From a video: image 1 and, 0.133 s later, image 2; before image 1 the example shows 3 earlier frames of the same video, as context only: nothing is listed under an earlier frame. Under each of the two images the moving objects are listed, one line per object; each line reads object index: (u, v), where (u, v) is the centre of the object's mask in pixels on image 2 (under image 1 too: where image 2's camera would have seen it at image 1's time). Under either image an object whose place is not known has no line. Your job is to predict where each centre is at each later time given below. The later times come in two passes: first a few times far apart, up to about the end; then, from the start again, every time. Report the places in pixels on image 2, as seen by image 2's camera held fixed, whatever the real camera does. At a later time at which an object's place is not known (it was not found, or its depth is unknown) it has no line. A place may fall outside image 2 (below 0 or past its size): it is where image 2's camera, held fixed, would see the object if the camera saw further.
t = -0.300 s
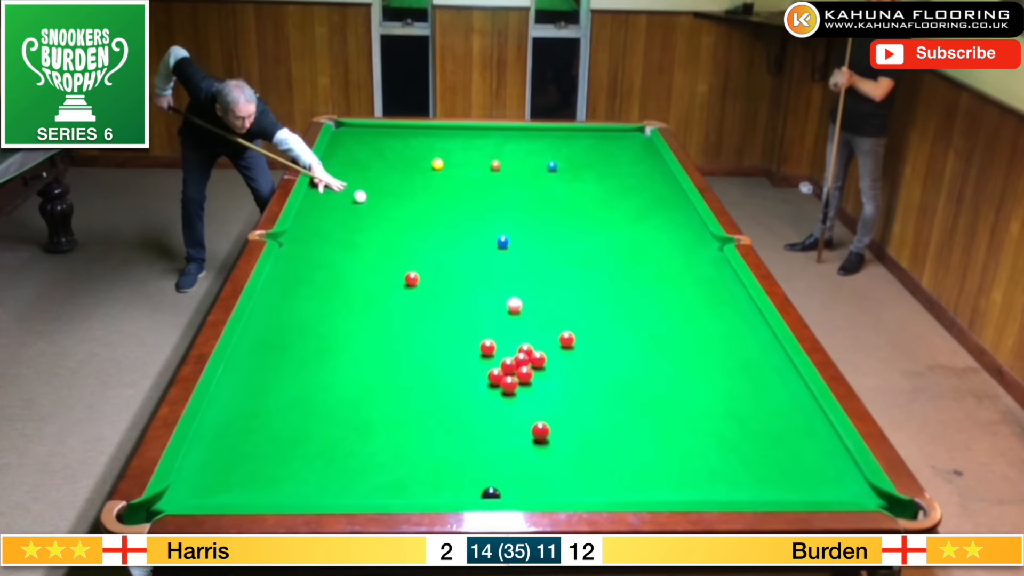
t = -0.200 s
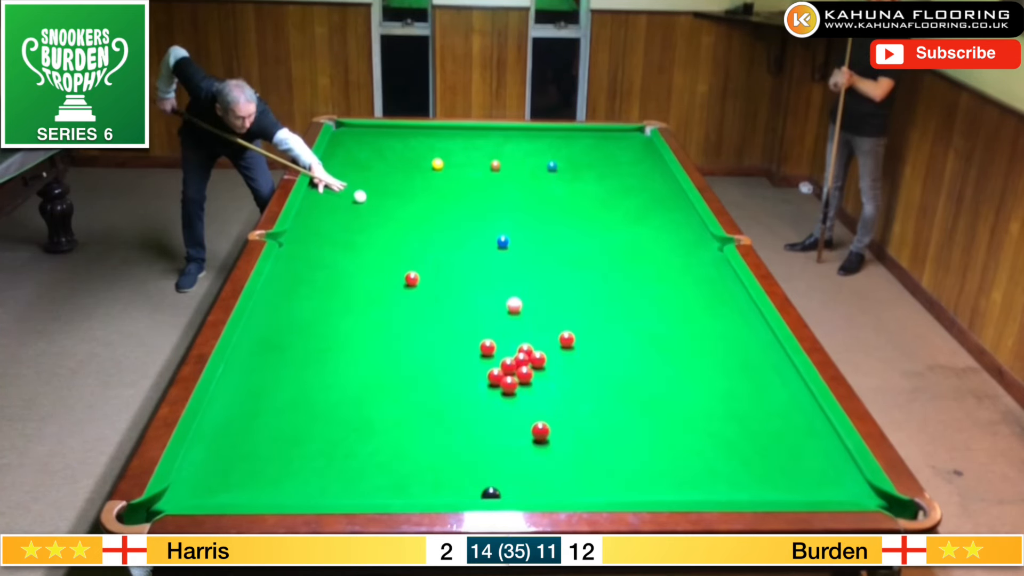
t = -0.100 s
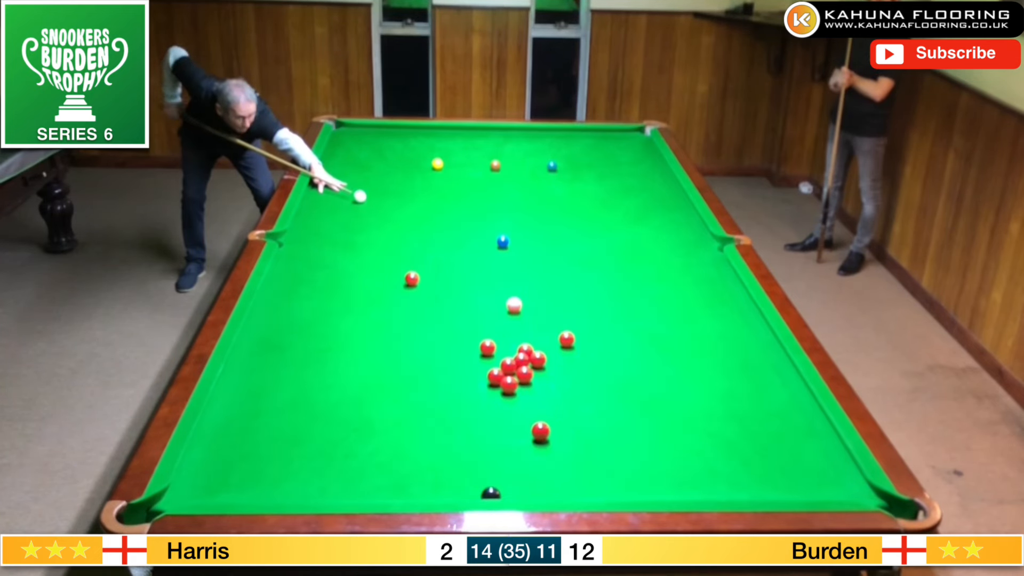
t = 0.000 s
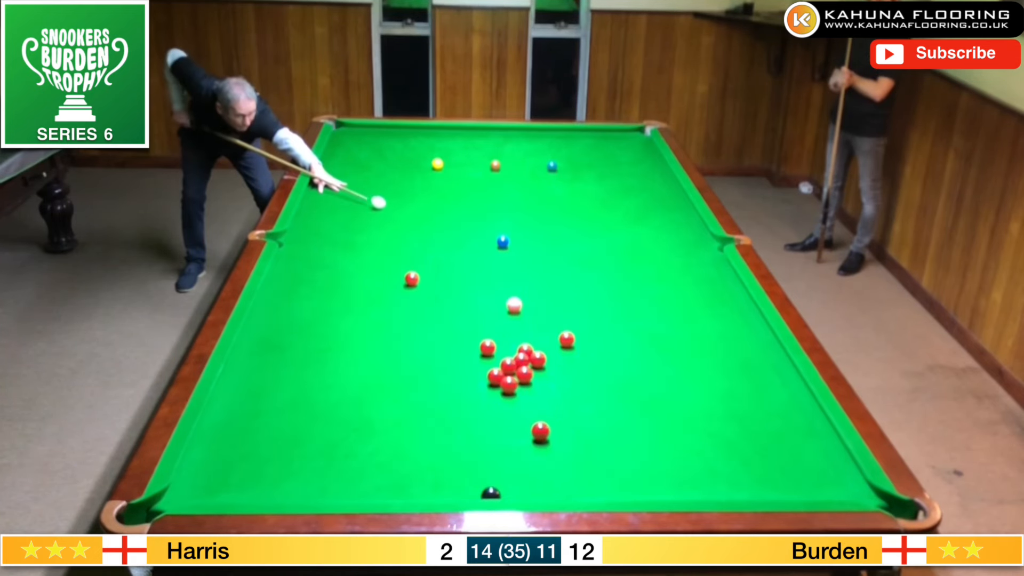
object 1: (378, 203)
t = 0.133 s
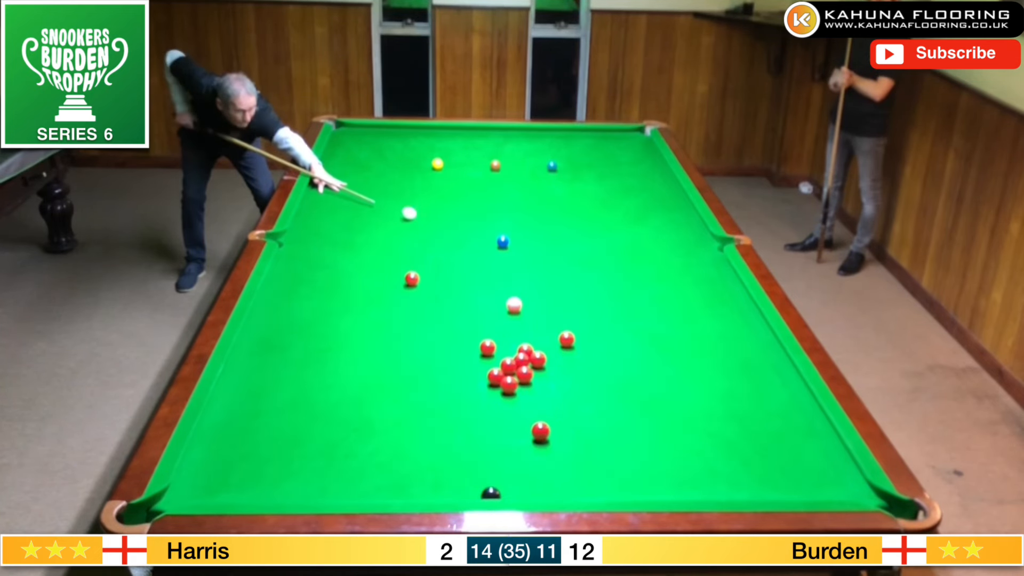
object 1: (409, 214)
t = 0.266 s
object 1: (438, 224)
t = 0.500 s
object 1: (490, 242)
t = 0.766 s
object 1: (509, 264)
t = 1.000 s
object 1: (530, 285)
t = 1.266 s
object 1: (554, 310)
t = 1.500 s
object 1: (578, 333)
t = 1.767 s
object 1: (610, 362)
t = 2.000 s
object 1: (640, 388)
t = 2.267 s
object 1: (676, 420)
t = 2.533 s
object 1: (714, 453)
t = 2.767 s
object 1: (749, 484)
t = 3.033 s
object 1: (769, 482)
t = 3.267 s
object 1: (775, 465)
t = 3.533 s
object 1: (782, 448)
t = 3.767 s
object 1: (787, 435)
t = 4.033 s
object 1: (793, 423)
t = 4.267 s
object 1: (798, 415)
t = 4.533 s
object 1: (803, 406)
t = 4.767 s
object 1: (807, 400)
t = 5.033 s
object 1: (802, 395)
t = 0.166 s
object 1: (416, 216)
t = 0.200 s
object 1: (423, 219)
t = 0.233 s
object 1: (430, 221)
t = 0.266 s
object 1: (438, 224)
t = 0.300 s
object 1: (445, 226)
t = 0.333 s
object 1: (453, 229)
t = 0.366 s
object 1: (460, 231)
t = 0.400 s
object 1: (468, 234)
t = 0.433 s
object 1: (475, 236)
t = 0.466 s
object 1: (483, 239)
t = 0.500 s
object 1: (490, 242)
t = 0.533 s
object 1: (491, 245)
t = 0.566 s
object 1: (493, 247)
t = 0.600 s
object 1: (496, 250)
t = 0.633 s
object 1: (499, 253)
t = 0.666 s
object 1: (501, 256)
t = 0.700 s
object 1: (504, 258)
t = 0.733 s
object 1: (507, 261)
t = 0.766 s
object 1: (509, 264)
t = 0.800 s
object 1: (512, 267)
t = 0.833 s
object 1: (515, 270)
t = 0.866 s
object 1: (518, 273)
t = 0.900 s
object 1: (521, 276)
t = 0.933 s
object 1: (524, 279)
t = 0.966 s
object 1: (527, 282)
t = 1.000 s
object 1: (530, 285)
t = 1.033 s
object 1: (533, 288)
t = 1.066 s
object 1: (536, 291)
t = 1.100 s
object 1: (539, 294)
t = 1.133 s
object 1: (542, 297)
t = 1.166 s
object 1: (545, 301)
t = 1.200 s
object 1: (548, 304)
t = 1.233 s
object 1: (551, 307)
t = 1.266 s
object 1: (554, 310)
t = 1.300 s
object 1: (558, 314)
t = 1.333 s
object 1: (561, 317)
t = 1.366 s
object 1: (564, 320)
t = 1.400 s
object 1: (568, 323)
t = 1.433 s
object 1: (571, 326)
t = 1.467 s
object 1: (575, 330)
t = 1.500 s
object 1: (578, 333)
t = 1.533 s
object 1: (582, 337)
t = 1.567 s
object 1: (586, 341)
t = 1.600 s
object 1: (589, 344)
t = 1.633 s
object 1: (593, 348)
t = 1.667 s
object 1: (597, 351)
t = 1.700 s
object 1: (601, 355)
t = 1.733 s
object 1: (606, 359)
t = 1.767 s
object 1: (610, 362)
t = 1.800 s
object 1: (614, 366)
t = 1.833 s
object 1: (618, 369)
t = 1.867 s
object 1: (622, 373)
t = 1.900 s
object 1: (627, 377)
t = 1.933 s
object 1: (631, 381)
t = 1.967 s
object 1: (635, 384)
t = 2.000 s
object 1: (640, 388)
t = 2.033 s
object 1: (644, 392)
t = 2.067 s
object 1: (648, 396)
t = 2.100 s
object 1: (653, 400)
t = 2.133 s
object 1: (657, 403)
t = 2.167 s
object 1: (662, 408)
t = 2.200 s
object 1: (667, 412)
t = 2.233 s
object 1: (671, 415)
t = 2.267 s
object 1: (676, 420)
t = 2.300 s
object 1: (681, 424)
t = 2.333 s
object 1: (685, 428)
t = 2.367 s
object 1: (690, 432)
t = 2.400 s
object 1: (695, 436)
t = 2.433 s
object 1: (699, 441)
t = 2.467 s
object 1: (704, 445)
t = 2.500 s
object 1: (709, 449)
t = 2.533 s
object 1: (714, 453)
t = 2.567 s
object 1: (719, 457)
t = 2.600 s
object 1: (724, 462)
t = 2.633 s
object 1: (729, 466)
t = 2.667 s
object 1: (734, 471)
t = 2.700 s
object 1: (739, 475)
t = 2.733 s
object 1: (744, 479)
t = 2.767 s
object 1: (749, 484)
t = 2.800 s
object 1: (754, 488)
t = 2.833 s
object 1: (759, 490)
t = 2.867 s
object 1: (764, 493)
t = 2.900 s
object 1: (765, 491)
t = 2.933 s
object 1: (766, 489)
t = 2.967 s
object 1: (767, 487)
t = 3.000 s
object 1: (768, 485)
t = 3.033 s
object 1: (769, 482)
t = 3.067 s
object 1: (770, 479)
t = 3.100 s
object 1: (771, 477)
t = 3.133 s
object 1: (772, 474)
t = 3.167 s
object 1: (772, 472)
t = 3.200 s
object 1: (773, 469)
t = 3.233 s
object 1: (774, 467)
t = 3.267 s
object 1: (775, 465)
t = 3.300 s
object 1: (776, 462)
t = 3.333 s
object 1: (777, 460)
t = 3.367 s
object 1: (778, 458)
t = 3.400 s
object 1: (779, 456)
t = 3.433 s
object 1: (779, 454)
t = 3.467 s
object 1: (780, 452)
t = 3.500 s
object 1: (781, 450)
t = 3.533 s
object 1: (782, 448)
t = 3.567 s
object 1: (783, 446)
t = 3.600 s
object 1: (783, 444)
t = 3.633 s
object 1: (784, 442)
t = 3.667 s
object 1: (785, 440)
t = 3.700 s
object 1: (786, 439)
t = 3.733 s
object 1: (786, 437)
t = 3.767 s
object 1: (787, 435)
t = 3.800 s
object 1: (788, 434)
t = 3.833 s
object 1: (789, 432)
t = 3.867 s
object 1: (790, 430)
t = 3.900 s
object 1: (790, 429)
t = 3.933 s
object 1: (791, 428)
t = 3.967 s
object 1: (792, 426)
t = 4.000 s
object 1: (793, 424)
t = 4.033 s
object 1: (793, 423)
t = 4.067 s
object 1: (794, 422)
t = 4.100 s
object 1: (794, 421)
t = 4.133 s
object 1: (795, 419)
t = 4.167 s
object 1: (796, 418)
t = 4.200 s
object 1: (796, 416)
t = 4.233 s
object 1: (797, 415)
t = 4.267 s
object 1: (798, 415)
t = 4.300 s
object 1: (799, 413)
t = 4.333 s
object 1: (799, 412)
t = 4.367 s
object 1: (800, 411)
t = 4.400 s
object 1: (800, 410)
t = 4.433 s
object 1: (801, 408)
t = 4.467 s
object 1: (802, 408)
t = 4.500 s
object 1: (802, 407)
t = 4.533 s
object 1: (803, 406)
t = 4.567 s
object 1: (804, 405)
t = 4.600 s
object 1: (804, 404)
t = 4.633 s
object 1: (805, 403)
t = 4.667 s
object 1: (805, 402)
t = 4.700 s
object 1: (806, 401)
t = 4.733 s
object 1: (806, 400)
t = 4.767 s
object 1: (807, 400)
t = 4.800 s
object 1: (807, 399)
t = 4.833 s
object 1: (806, 398)
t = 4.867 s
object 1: (805, 397)
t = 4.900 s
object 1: (805, 397)
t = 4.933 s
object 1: (804, 396)
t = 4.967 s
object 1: (803, 396)
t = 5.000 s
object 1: (802, 395)
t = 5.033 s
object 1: (802, 395)
